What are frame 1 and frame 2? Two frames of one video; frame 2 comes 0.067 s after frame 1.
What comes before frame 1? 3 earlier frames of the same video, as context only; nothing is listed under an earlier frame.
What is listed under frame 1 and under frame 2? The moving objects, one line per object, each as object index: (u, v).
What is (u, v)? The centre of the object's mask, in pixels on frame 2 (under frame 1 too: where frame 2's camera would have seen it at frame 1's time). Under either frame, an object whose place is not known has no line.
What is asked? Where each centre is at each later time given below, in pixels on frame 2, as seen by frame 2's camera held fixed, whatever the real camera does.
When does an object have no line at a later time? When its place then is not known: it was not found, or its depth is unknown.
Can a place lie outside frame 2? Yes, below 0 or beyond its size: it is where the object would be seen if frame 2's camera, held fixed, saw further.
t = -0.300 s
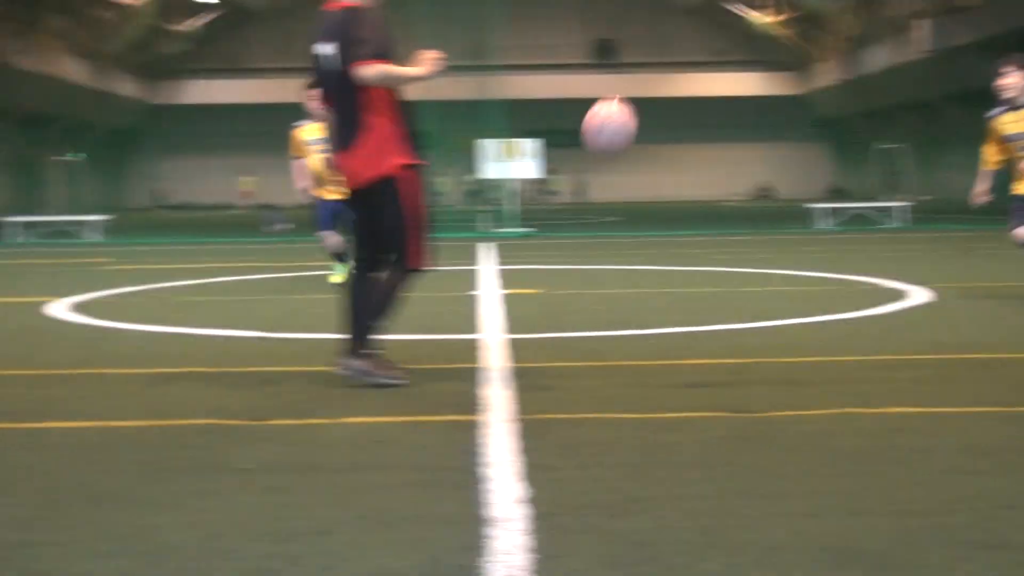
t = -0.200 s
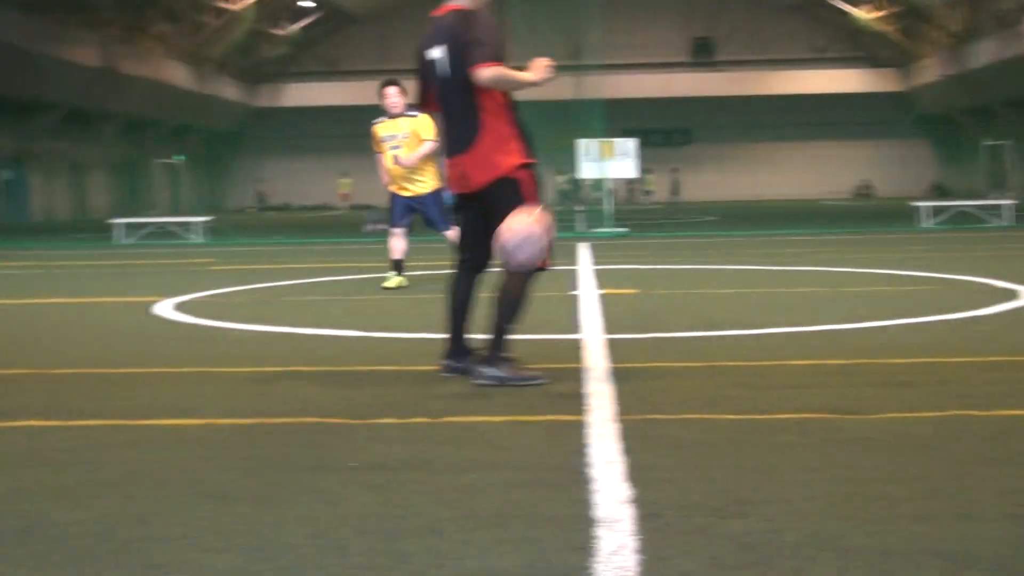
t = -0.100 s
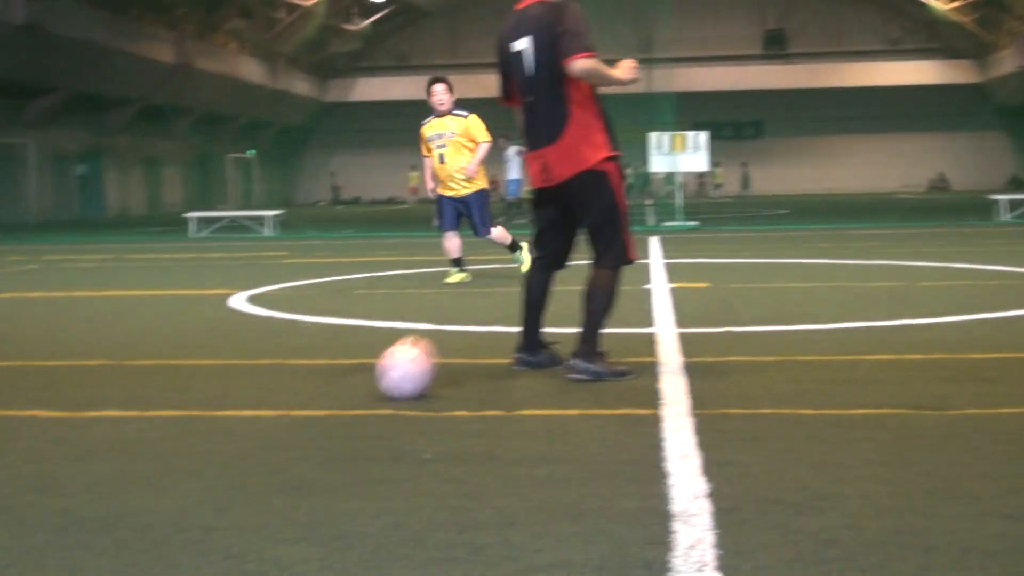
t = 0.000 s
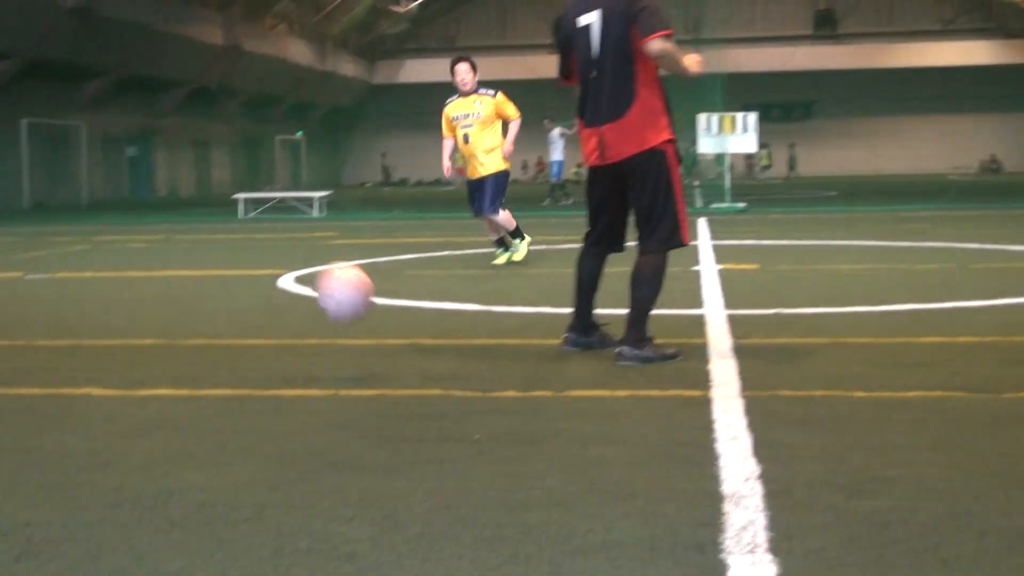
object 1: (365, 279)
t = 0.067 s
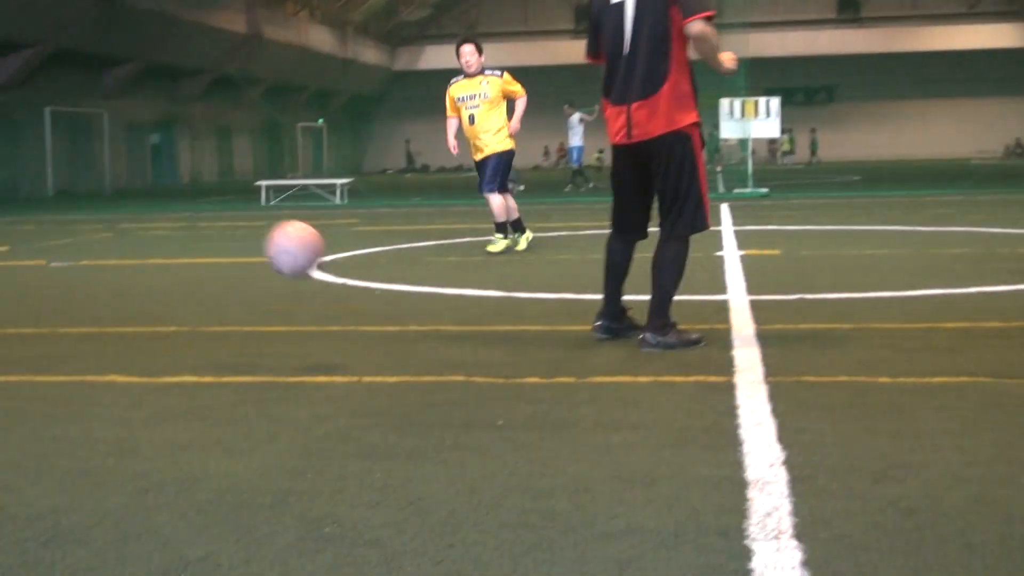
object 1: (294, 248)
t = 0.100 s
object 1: (259, 238)
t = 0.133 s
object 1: (226, 231)
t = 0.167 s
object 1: (191, 226)
